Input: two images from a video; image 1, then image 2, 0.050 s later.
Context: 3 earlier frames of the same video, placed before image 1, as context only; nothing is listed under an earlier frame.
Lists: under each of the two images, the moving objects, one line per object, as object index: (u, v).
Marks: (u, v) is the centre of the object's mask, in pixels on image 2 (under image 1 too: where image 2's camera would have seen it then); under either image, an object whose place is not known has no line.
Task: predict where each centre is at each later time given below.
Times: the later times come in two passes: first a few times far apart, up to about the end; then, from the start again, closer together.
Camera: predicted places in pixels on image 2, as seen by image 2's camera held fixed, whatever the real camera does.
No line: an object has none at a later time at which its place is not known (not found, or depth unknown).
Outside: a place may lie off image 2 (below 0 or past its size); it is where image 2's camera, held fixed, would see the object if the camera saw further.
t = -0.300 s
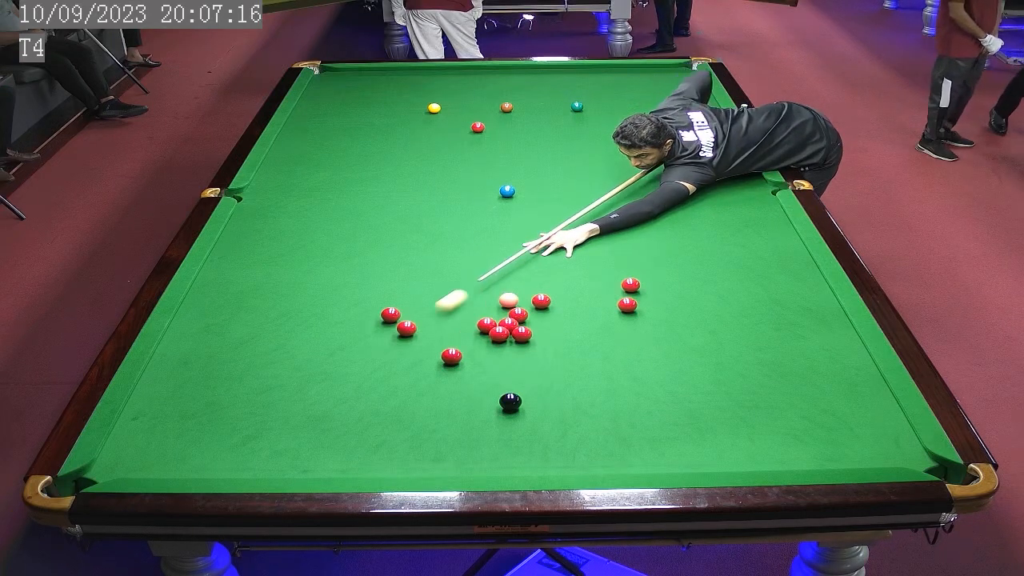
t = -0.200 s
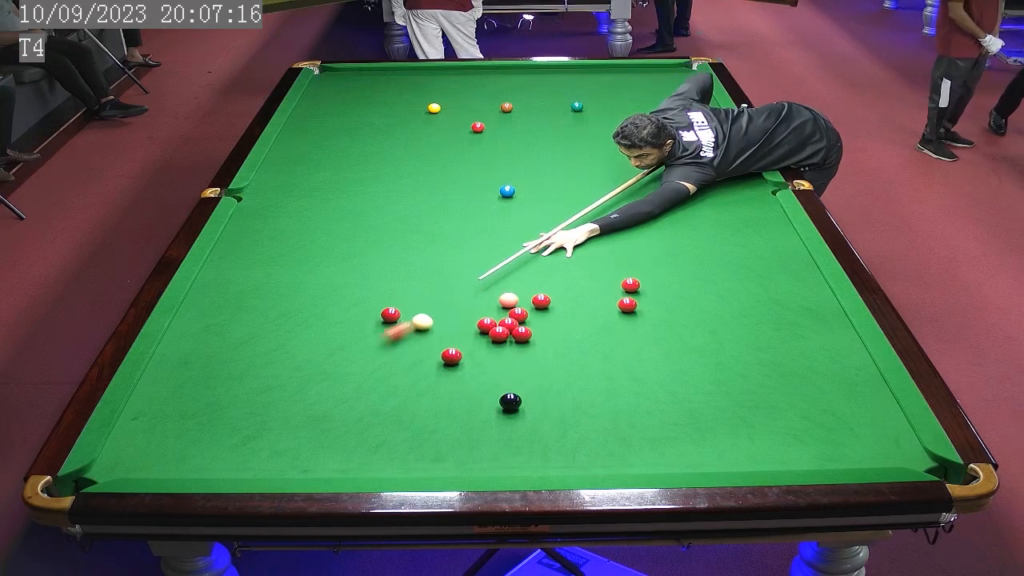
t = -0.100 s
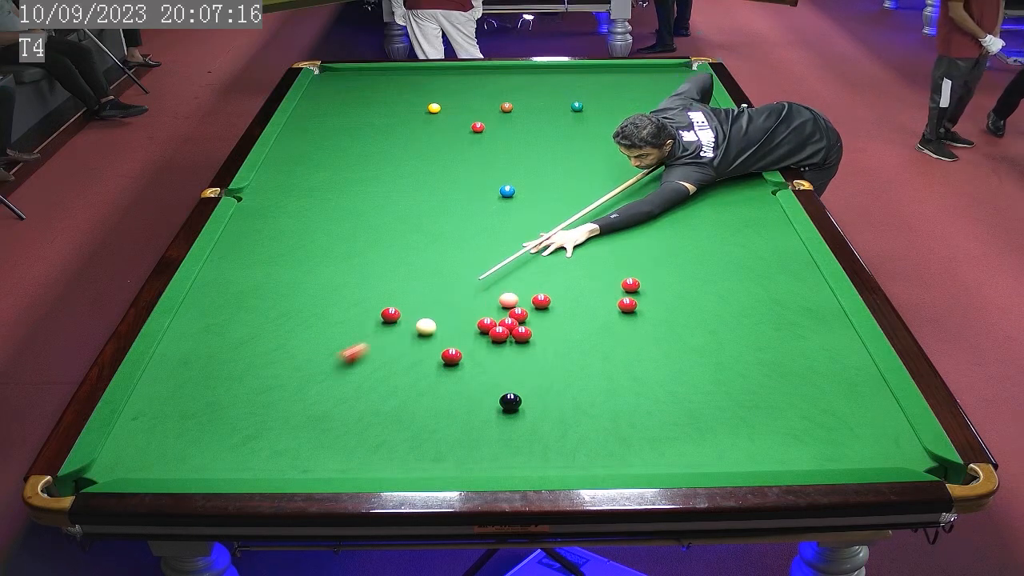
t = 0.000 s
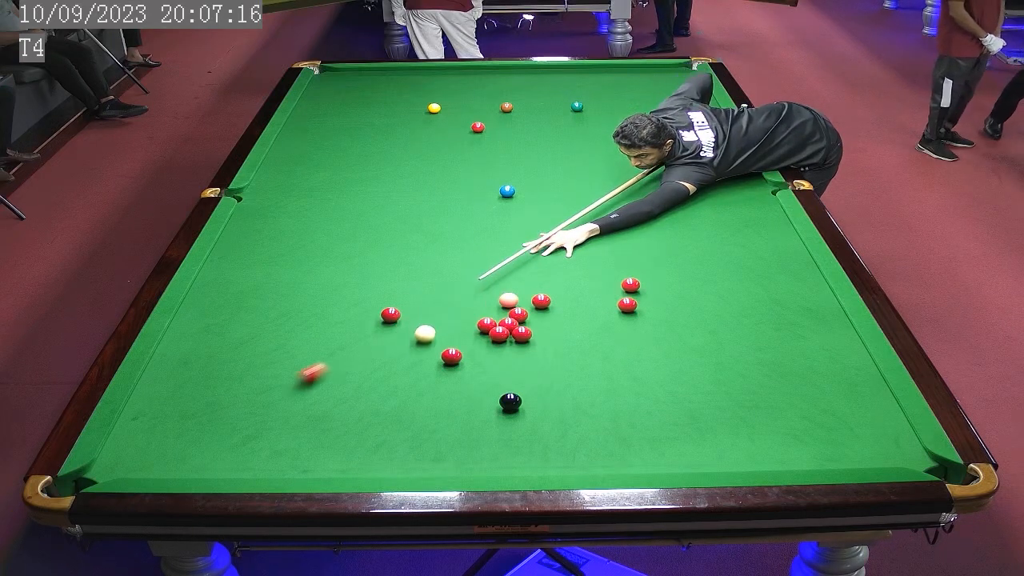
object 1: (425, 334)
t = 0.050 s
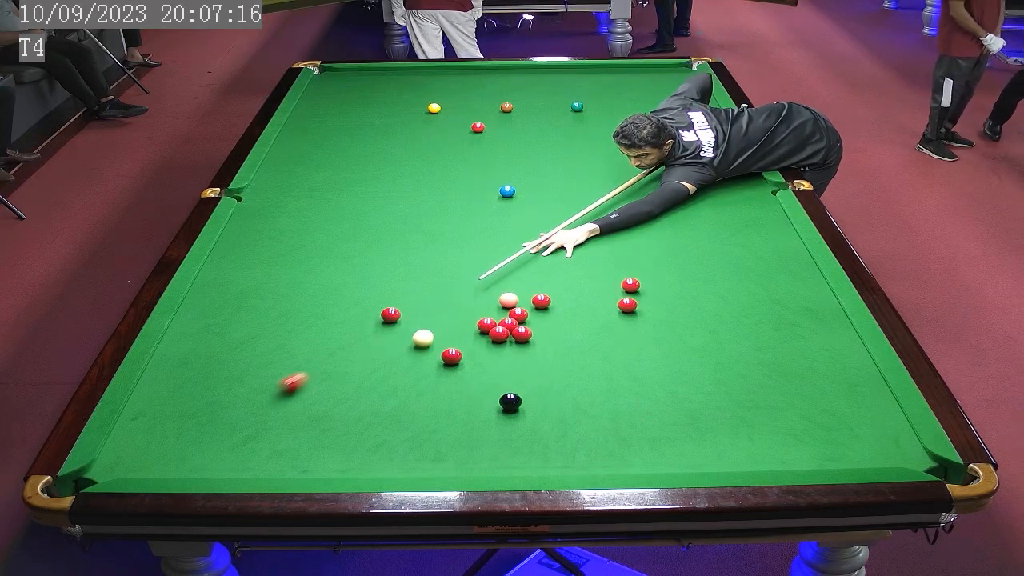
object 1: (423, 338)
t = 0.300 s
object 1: (412, 361)
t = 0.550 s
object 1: (400, 385)
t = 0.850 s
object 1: (387, 414)
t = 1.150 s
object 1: (373, 443)
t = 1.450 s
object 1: (359, 470)
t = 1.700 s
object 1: (357, 457)
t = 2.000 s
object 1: (355, 442)
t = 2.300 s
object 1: (354, 429)
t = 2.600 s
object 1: (352, 418)
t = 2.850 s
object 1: (351, 410)
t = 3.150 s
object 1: (350, 402)
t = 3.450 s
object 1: (348, 396)
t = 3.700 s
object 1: (348, 391)
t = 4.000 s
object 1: (348, 388)
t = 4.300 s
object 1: (348, 385)
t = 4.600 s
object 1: (348, 384)
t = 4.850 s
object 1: (347, 384)
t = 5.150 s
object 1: (347, 384)
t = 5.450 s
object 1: (347, 384)
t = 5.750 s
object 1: (347, 384)
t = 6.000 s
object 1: (347, 384)
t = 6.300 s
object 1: (347, 384)
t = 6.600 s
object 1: (347, 384)
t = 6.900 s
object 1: (352, 385)
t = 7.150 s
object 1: (347, 384)
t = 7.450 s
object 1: (347, 384)
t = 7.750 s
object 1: (347, 383)
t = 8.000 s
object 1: (347, 384)
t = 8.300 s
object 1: (347, 384)
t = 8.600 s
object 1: (347, 384)
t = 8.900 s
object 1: (347, 384)
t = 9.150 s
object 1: (347, 384)
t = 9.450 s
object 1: (347, 384)
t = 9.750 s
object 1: (347, 384)
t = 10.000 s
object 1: (347, 384)
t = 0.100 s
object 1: (421, 343)
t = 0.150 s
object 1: (418, 347)
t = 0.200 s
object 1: (416, 352)
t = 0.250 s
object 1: (414, 356)
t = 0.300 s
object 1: (412, 361)
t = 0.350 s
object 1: (410, 366)
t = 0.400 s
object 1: (408, 370)
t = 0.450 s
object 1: (405, 375)
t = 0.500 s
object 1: (403, 380)
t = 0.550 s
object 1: (400, 385)
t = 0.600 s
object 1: (398, 389)
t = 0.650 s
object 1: (396, 394)
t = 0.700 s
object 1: (394, 399)
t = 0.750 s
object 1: (391, 404)
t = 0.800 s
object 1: (389, 409)
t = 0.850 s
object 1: (387, 414)
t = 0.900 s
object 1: (385, 418)
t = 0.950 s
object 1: (382, 423)
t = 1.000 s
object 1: (380, 428)
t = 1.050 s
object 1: (378, 433)
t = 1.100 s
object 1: (375, 438)
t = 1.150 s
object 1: (373, 443)
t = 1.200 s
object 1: (371, 448)
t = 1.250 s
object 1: (368, 453)
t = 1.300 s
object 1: (366, 458)
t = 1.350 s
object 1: (363, 463)
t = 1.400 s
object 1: (361, 467)
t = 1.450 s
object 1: (359, 470)
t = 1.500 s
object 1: (359, 468)
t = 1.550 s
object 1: (358, 466)
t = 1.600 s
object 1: (358, 463)
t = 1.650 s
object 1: (358, 460)
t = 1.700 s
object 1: (357, 457)
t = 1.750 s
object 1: (357, 454)
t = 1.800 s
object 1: (357, 452)
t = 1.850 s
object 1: (356, 449)
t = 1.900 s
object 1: (356, 447)
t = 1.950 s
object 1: (356, 444)
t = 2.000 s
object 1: (355, 442)
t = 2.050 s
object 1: (355, 440)
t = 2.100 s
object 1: (355, 437)
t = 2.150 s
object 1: (355, 435)
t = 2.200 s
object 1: (354, 433)
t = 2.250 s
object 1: (354, 431)
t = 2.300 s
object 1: (354, 429)
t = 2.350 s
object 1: (353, 427)
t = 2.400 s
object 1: (353, 425)
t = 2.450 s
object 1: (353, 423)
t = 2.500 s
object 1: (352, 421)
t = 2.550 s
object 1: (352, 419)
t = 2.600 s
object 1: (352, 418)
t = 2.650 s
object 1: (352, 416)
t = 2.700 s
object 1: (351, 415)
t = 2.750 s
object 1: (351, 413)
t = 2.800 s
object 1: (351, 411)
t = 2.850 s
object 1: (351, 410)
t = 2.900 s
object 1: (350, 409)
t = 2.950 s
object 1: (350, 407)
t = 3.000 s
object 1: (350, 406)
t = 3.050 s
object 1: (350, 405)
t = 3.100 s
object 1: (350, 403)
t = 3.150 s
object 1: (350, 402)
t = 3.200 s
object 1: (349, 401)
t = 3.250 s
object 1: (349, 400)
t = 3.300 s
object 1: (349, 399)
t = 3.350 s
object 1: (349, 398)
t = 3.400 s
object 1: (349, 397)
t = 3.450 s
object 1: (348, 396)
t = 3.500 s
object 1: (348, 395)
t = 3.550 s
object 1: (348, 394)
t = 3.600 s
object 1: (348, 393)
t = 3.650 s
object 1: (348, 392)
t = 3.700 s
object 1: (348, 391)
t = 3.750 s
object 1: (348, 391)
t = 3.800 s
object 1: (348, 390)
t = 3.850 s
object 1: (348, 389)
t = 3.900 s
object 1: (348, 389)
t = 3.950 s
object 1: (348, 388)
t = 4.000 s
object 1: (348, 388)
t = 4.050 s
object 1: (348, 387)
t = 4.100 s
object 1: (348, 387)
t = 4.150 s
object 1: (348, 386)
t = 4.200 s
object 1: (348, 386)
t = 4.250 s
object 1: (348, 386)
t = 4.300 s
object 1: (348, 385)
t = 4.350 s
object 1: (348, 385)
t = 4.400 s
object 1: (348, 385)
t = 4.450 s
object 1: (348, 385)
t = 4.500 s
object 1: (348, 384)
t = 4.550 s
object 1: (348, 384)
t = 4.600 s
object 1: (348, 384)
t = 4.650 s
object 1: (348, 384)
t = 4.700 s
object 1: (348, 384)
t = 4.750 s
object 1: (347, 384)
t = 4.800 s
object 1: (347, 384)
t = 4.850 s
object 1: (347, 384)
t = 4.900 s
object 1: (347, 384)
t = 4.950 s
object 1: (347, 384)
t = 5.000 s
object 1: (347, 384)
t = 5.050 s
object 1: (347, 384)
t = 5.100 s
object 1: (347, 384)
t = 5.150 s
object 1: (347, 384)
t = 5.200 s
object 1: (347, 384)
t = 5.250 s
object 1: (347, 384)
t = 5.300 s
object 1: (347, 384)
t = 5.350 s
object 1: (347, 384)
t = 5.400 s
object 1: (347, 384)
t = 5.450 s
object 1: (347, 384)
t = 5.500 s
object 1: (347, 384)
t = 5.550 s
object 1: (347, 384)
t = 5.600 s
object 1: (347, 384)
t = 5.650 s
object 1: (347, 384)
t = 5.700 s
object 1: (347, 384)
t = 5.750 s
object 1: (347, 384)
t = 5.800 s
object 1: (347, 384)
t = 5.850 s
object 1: (347, 384)
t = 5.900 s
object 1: (347, 384)
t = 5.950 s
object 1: (347, 384)
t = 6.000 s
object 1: (347, 384)
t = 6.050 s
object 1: (347, 384)
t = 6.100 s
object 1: (347, 384)
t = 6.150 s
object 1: (347, 384)
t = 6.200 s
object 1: (347, 384)
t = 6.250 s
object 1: (347, 384)
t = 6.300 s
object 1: (347, 384)
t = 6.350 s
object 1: (347, 384)
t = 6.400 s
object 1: (347, 384)
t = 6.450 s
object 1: (347, 384)
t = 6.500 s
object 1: (347, 384)
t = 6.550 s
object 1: (347, 384)
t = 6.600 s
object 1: (347, 384)
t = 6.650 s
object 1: (347, 384)
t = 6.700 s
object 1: (347, 384)
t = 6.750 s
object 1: (345, 383)
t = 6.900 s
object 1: (352, 385)
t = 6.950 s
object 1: (347, 384)
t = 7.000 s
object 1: (347, 384)
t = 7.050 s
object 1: (347, 384)
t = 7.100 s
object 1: (347, 384)
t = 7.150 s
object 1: (347, 384)
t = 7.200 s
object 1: (347, 384)
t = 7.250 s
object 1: (347, 384)
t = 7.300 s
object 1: (347, 384)
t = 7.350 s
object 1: (347, 384)
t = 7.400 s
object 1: (347, 384)
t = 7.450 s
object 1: (347, 384)
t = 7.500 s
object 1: (347, 384)
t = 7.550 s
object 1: (347, 384)
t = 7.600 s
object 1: (347, 384)
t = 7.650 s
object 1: (347, 384)
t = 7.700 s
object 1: (347, 384)
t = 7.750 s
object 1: (347, 383)
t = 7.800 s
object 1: (347, 384)
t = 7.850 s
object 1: (347, 384)
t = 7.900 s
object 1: (347, 384)
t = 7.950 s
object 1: (347, 384)
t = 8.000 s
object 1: (347, 384)
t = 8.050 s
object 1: (347, 384)
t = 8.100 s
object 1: (347, 384)
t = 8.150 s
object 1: (347, 384)
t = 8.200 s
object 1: (347, 384)
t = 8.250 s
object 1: (347, 384)
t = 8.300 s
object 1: (347, 384)
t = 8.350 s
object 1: (347, 384)
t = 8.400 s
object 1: (347, 384)
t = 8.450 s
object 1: (347, 384)
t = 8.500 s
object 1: (347, 384)
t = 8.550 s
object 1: (347, 384)
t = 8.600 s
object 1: (347, 384)
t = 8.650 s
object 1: (347, 384)
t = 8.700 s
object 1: (347, 384)
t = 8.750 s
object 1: (347, 384)
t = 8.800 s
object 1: (347, 384)
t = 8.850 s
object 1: (347, 384)
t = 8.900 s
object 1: (347, 384)
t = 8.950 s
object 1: (347, 384)
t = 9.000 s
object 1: (347, 384)
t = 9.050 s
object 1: (347, 384)
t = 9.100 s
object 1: (347, 384)
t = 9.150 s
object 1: (347, 384)
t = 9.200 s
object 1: (347, 384)
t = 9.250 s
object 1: (347, 384)
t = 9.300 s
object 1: (347, 384)
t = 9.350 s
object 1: (347, 384)
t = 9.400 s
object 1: (347, 384)
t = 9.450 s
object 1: (347, 384)
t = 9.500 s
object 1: (347, 384)
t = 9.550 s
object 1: (347, 384)
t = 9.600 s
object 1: (347, 384)
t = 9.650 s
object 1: (347, 384)
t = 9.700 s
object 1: (347, 384)
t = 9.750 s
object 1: (347, 384)
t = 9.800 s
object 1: (347, 384)
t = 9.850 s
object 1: (347, 384)
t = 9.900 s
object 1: (347, 384)
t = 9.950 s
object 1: (347, 384)
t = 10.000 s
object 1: (347, 384)
